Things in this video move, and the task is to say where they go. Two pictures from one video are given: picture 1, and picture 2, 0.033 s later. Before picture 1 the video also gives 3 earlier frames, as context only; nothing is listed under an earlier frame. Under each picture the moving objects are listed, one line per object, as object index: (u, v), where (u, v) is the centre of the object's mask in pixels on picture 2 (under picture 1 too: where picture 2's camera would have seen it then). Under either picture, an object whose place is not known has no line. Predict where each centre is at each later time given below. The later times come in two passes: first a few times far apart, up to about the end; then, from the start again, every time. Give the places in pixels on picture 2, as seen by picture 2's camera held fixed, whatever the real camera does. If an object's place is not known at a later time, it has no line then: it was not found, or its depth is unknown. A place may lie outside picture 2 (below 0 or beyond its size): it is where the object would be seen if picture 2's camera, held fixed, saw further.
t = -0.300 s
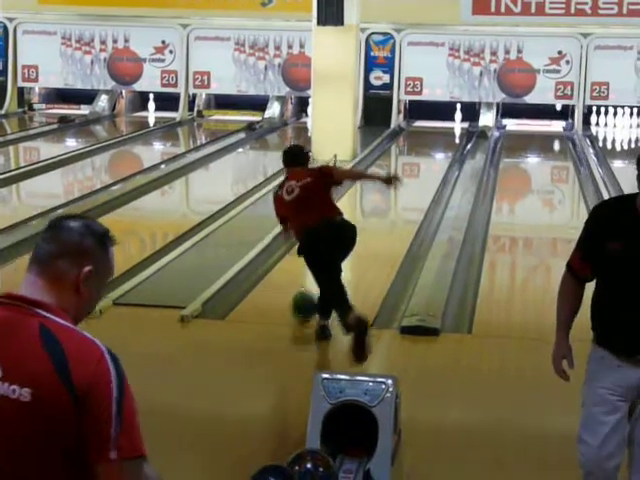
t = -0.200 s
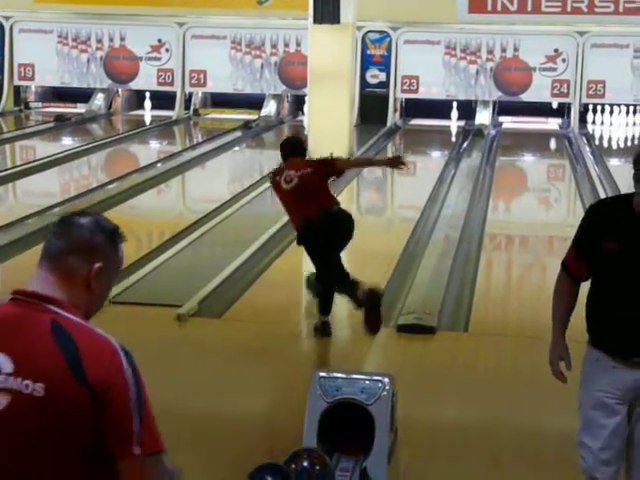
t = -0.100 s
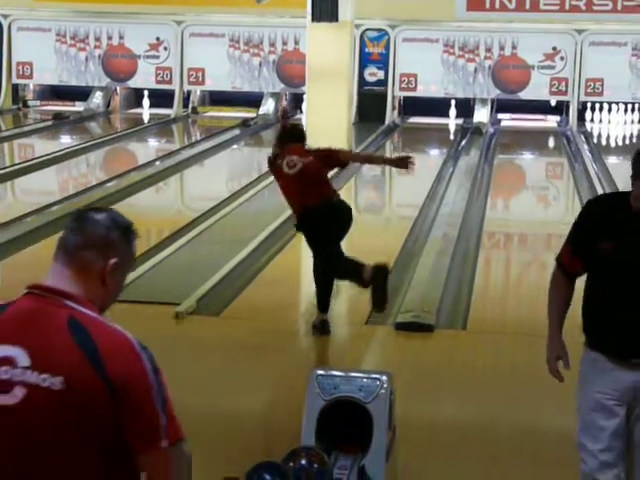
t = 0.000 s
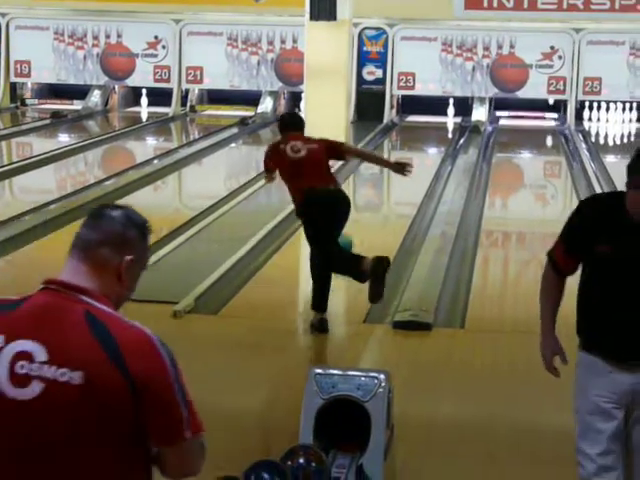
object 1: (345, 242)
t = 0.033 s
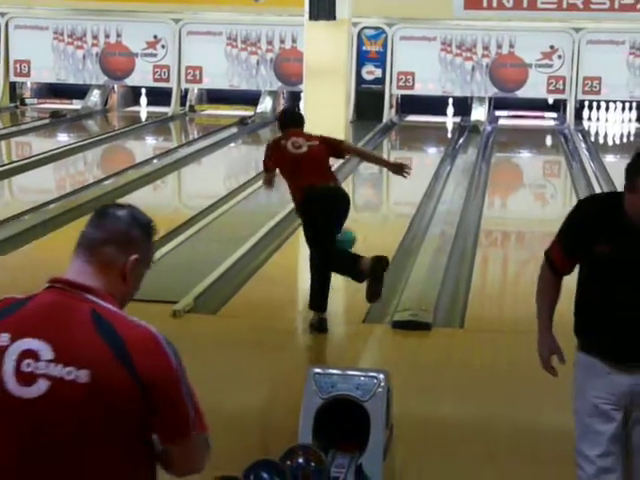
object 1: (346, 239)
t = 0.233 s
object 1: (364, 213)
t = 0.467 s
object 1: (382, 189)
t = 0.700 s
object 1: (397, 170)
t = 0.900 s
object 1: (407, 156)
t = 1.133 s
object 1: (416, 147)
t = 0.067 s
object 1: (349, 235)
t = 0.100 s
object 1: (352, 229)
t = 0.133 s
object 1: (355, 225)
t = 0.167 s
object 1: (358, 221)
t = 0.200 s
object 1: (361, 217)
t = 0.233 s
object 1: (364, 213)
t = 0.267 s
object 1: (367, 209)
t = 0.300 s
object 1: (369, 205)
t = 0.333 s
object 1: (372, 201)
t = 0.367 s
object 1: (375, 199)
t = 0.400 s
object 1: (377, 196)
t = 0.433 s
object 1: (379, 192)
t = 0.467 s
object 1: (382, 189)
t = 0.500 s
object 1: (384, 186)
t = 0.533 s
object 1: (387, 183)
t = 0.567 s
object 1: (389, 181)
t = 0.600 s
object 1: (391, 178)
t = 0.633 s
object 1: (393, 175)
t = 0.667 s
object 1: (395, 173)
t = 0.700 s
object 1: (397, 170)
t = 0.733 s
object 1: (399, 168)
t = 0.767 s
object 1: (401, 165)
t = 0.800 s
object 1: (402, 164)
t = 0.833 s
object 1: (403, 162)
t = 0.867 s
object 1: (405, 160)
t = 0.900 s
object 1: (407, 156)
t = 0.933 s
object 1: (408, 154)
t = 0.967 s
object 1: (410, 153)
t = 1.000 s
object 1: (412, 151)
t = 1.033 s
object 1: (413, 149)
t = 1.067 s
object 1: (414, 147)
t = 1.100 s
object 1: (415, 147)
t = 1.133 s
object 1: (416, 147)
